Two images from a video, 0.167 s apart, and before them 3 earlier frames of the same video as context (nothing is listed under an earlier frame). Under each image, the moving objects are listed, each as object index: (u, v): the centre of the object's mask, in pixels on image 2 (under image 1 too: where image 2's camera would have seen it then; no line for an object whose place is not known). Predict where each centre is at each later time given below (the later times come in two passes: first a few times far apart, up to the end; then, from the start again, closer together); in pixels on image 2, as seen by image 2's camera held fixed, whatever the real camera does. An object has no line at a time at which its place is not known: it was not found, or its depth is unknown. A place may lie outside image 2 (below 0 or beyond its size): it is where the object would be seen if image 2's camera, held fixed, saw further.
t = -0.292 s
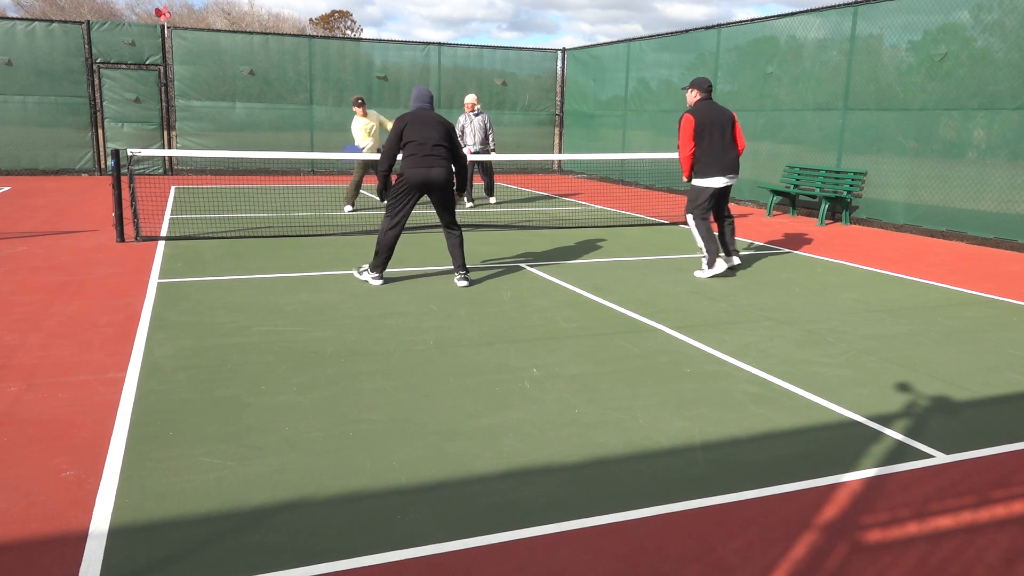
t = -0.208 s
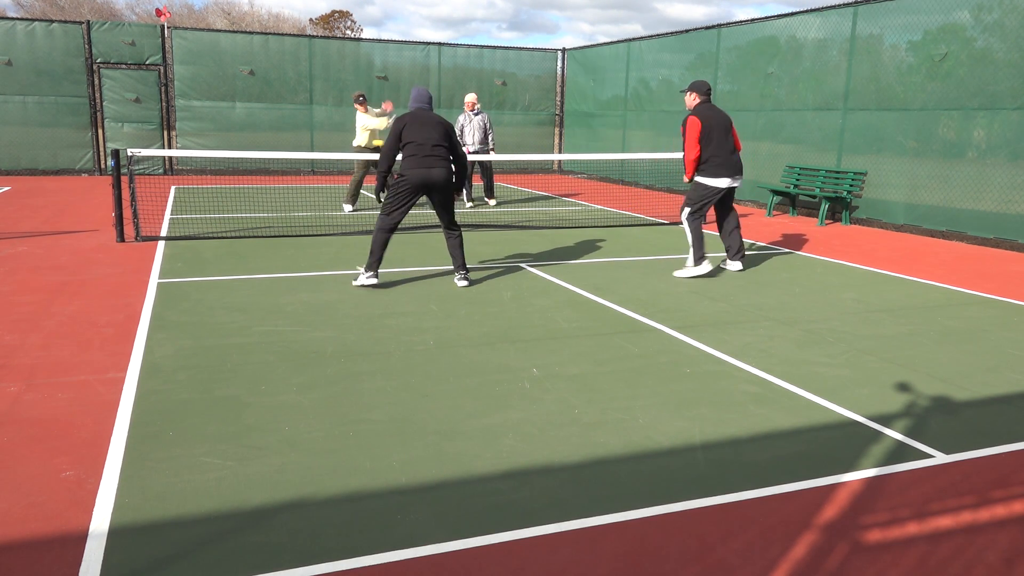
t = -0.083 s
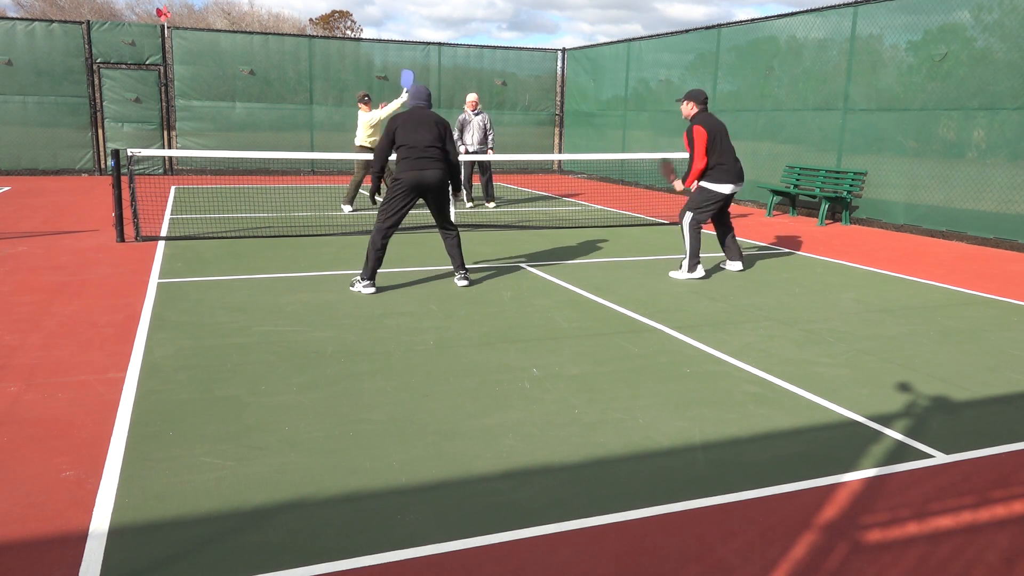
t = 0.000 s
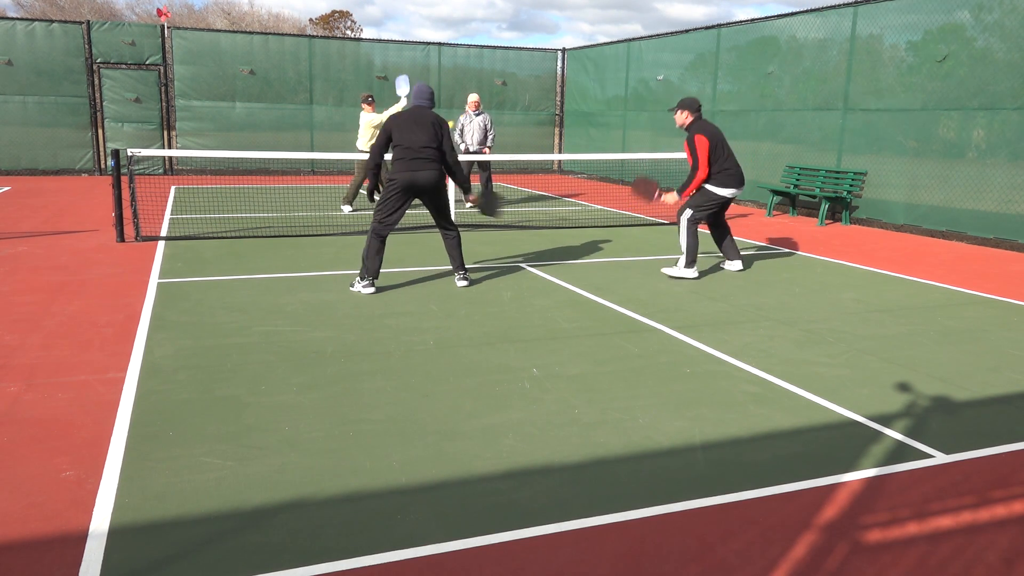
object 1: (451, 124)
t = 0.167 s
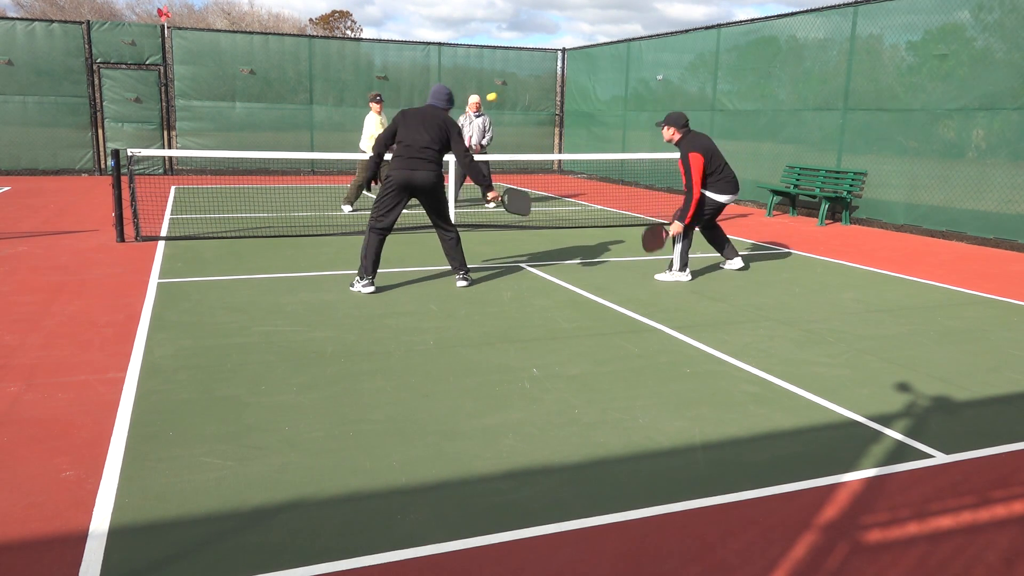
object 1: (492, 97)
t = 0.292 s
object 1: (523, 92)
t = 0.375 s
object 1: (543, 99)
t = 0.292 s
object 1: (523, 92)
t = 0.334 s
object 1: (533, 95)
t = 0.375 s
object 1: (543, 99)
